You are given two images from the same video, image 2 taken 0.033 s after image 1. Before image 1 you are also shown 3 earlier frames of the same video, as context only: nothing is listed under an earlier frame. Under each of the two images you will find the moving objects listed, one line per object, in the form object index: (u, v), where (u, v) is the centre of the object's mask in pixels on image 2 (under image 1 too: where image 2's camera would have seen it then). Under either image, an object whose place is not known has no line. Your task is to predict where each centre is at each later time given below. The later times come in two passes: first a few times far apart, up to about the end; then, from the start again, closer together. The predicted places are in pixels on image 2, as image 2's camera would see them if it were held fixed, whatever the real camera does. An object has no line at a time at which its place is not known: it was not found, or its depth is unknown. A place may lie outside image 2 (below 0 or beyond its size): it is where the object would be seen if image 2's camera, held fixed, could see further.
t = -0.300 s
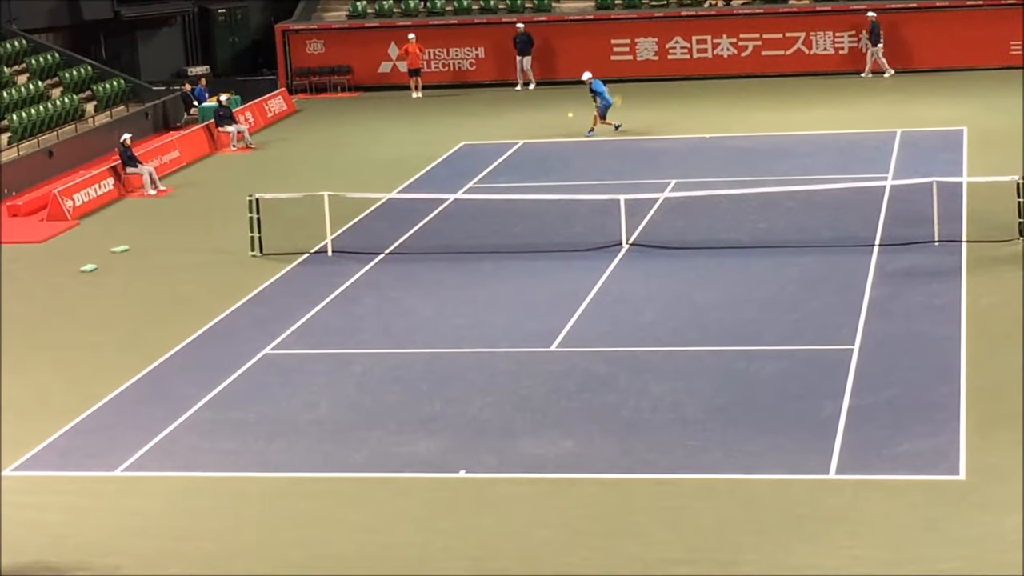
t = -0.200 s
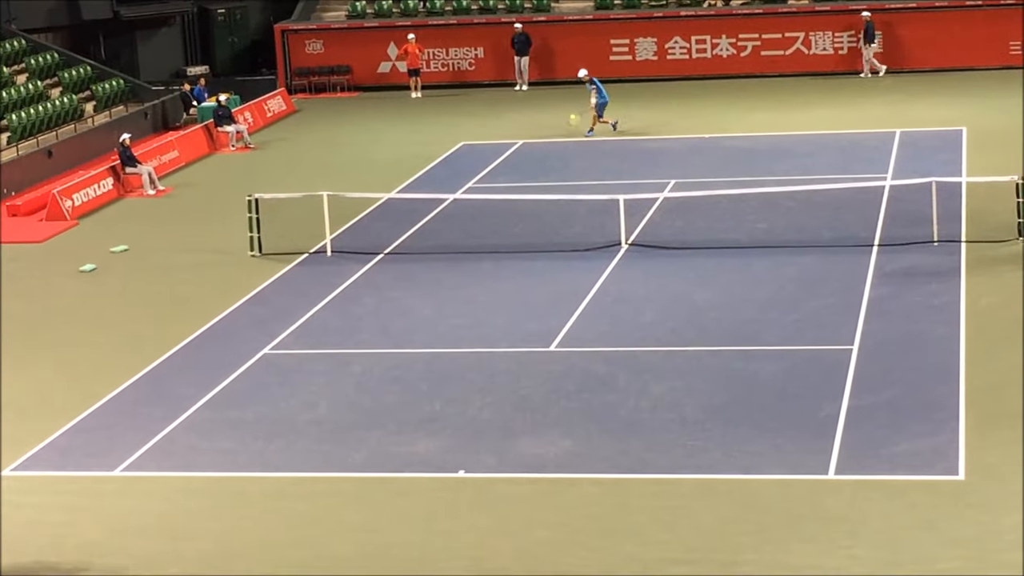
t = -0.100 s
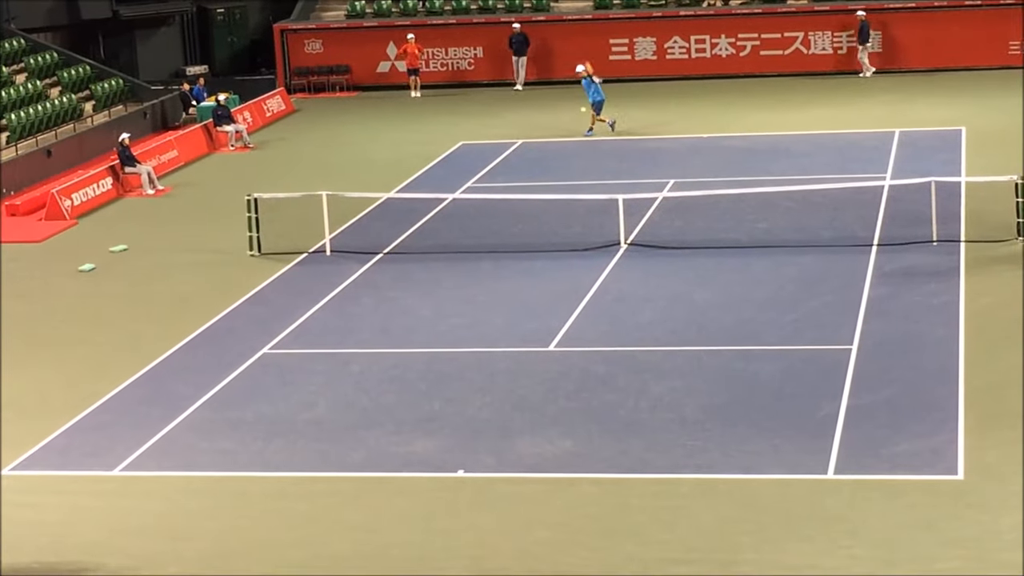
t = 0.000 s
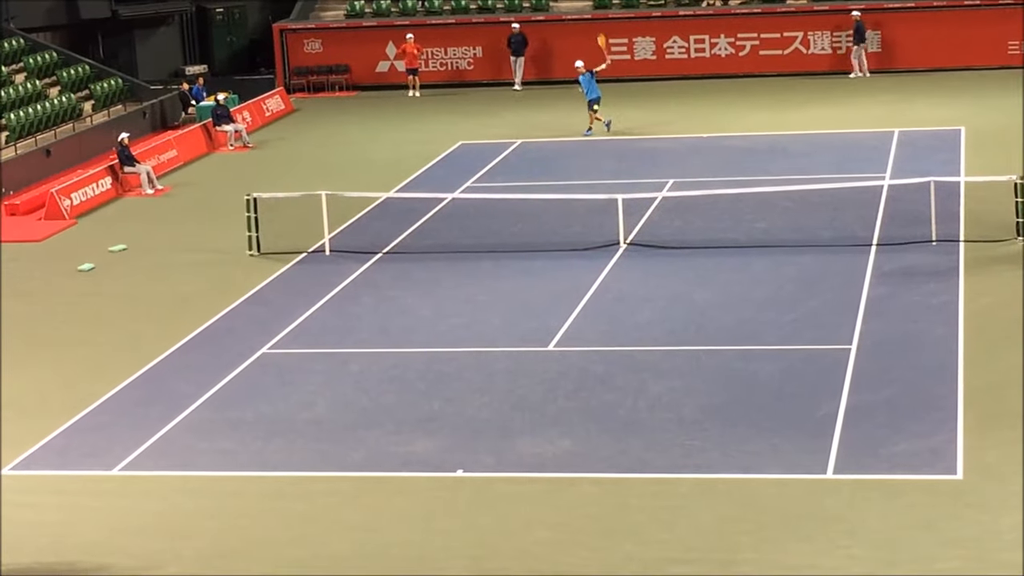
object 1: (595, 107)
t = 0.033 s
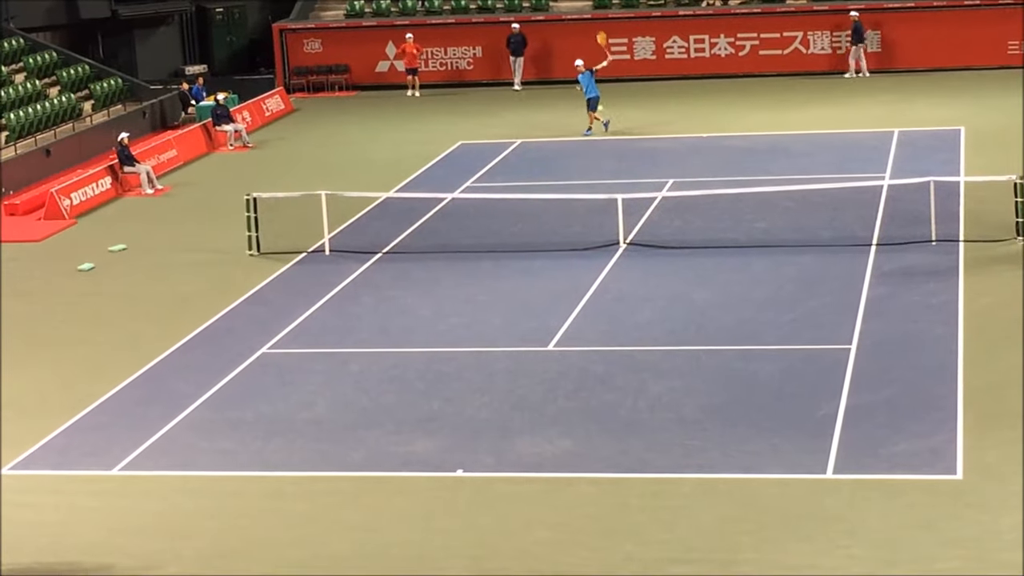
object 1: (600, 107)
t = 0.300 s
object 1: (645, 142)
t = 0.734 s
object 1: (745, 335)
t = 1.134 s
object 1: (819, 353)
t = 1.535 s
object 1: (909, 503)
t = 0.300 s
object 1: (645, 142)
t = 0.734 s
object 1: (745, 335)
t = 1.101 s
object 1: (813, 349)
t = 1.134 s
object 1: (819, 353)
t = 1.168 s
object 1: (826, 358)
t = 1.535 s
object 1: (909, 503)
